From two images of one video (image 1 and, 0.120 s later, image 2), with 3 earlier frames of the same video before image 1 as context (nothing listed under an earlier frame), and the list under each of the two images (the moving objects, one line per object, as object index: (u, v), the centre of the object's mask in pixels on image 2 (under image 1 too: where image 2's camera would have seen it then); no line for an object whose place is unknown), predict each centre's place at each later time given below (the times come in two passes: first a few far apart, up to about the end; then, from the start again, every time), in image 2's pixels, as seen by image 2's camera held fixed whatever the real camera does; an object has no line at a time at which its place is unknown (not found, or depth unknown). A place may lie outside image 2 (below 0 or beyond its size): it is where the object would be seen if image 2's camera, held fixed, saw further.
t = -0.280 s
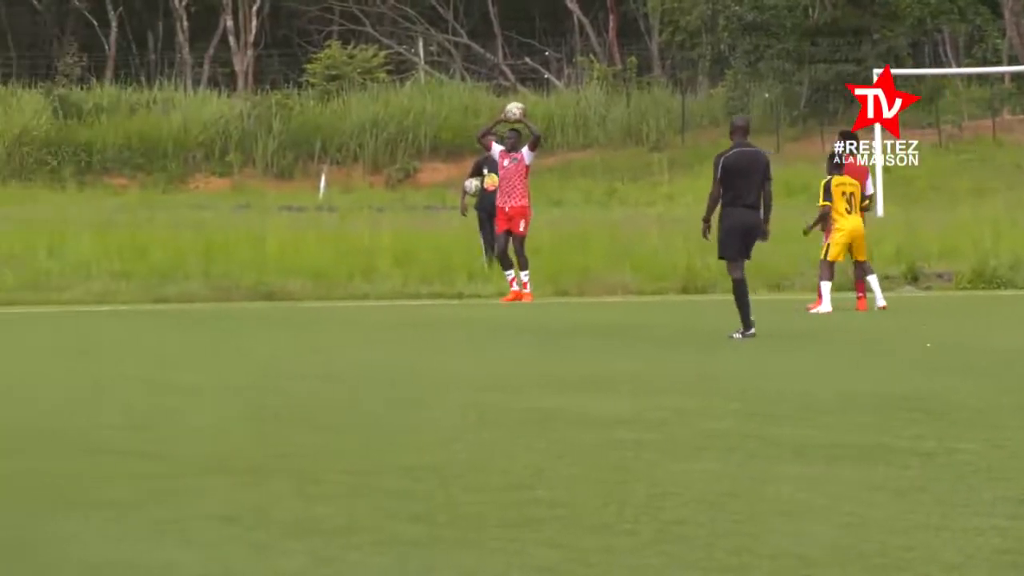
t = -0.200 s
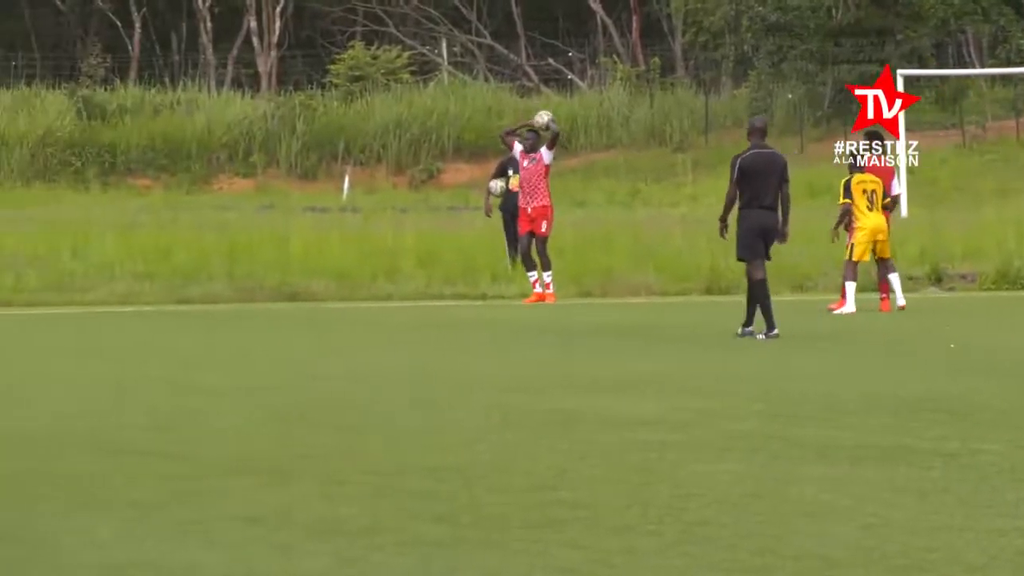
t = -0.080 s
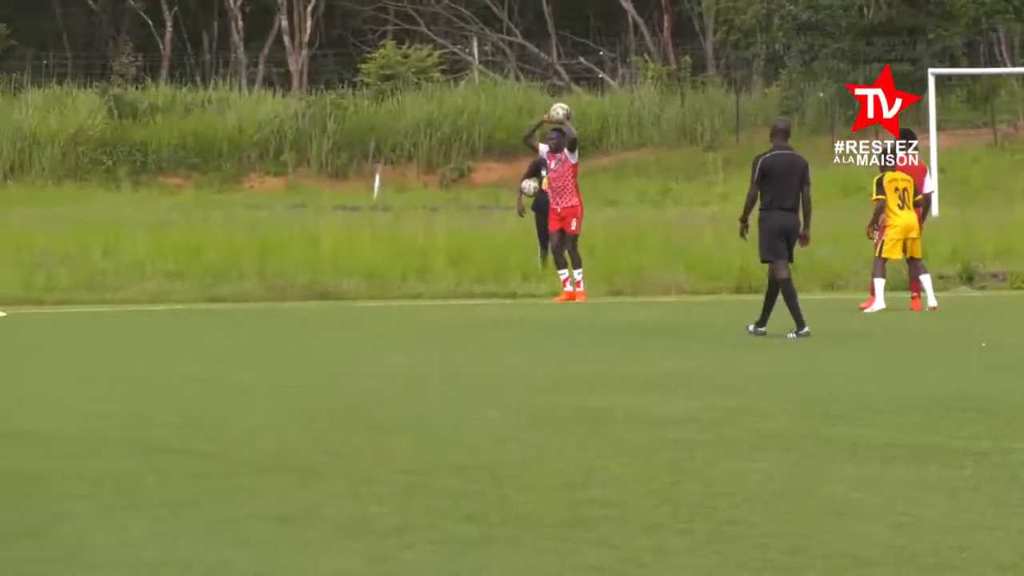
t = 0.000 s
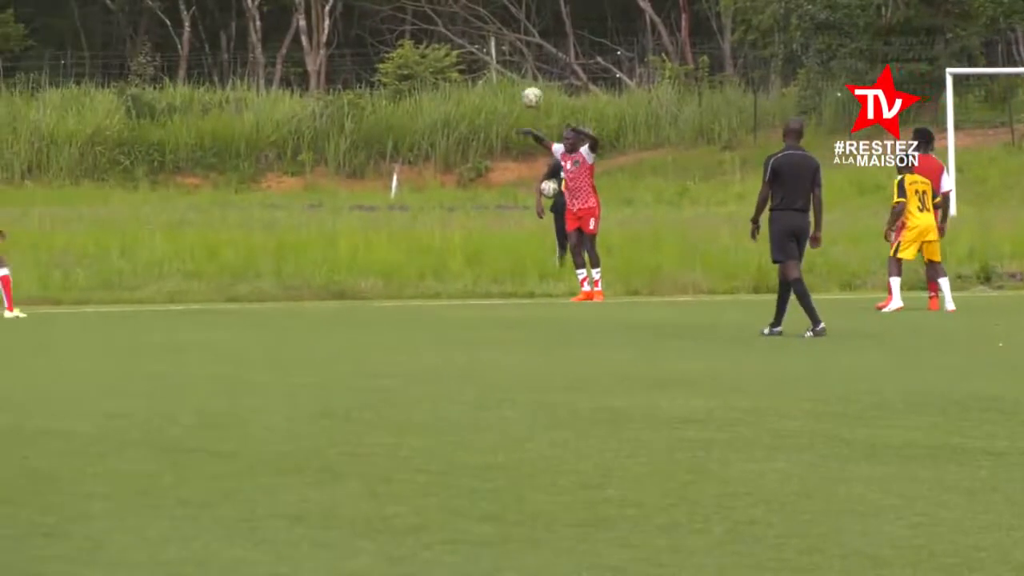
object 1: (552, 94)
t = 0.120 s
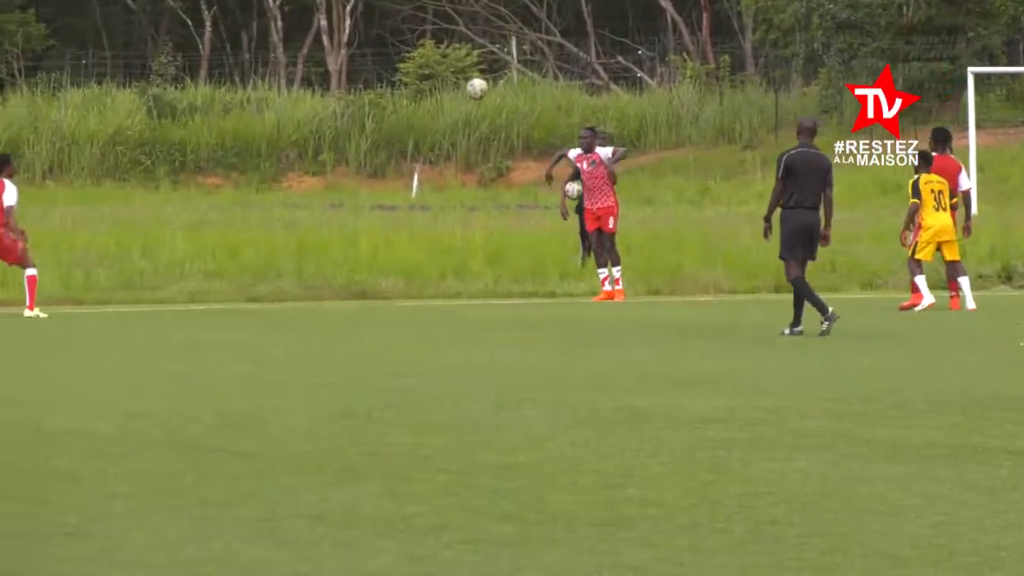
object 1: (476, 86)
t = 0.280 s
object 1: (375, 95)
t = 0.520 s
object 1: (224, 153)
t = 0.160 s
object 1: (450, 86)
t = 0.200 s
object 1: (425, 87)
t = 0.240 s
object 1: (400, 90)
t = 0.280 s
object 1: (375, 95)
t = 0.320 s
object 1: (349, 101)
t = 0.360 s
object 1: (324, 109)
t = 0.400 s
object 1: (299, 118)
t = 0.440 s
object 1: (274, 128)
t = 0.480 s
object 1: (249, 139)
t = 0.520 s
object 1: (224, 153)
